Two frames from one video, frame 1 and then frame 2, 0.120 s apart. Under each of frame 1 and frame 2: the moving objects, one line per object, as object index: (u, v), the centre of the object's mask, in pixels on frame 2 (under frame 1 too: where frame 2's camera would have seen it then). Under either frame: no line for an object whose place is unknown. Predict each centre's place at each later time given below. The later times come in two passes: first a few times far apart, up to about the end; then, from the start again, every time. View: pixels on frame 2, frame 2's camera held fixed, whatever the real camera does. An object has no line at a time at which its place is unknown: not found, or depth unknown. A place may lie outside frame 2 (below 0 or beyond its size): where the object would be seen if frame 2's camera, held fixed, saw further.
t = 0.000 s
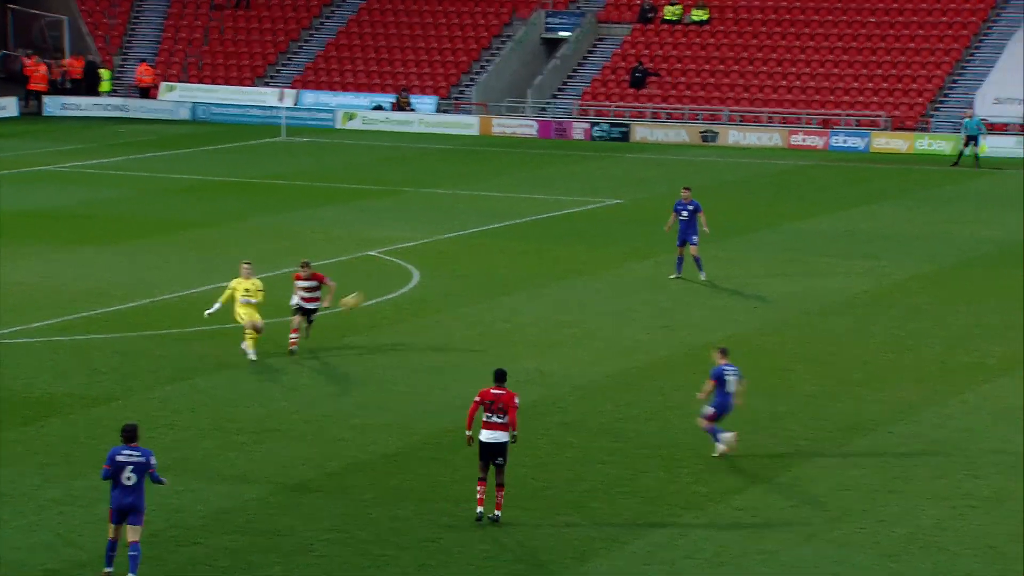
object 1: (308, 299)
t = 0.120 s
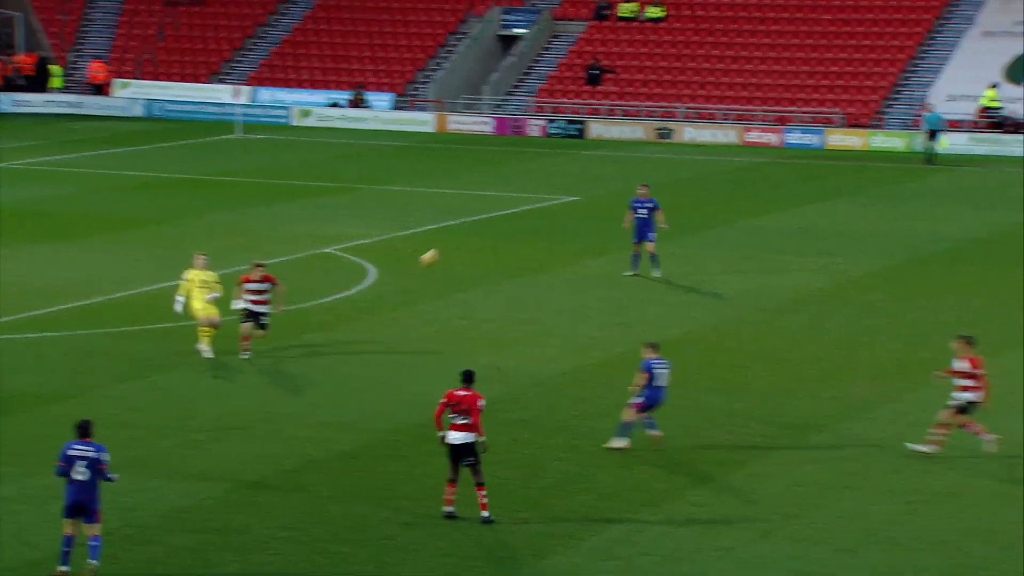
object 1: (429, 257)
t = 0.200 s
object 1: (513, 230)
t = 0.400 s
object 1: (733, 172)
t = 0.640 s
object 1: (1025, 113)
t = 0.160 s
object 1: (471, 245)
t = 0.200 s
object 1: (513, 230)
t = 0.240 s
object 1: (556, 218)
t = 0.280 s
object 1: (599, 206)
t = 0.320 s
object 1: (644, 194)
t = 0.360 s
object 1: (688, 182)
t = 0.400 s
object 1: (733, 172)
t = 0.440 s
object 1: (779, 161)
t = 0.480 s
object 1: (825, 151)
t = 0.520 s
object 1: (874, 140)
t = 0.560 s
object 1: (924, 130)
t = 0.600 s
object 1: (974, 122)
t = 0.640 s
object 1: (1025, 113)
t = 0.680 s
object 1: (1080, 105)
